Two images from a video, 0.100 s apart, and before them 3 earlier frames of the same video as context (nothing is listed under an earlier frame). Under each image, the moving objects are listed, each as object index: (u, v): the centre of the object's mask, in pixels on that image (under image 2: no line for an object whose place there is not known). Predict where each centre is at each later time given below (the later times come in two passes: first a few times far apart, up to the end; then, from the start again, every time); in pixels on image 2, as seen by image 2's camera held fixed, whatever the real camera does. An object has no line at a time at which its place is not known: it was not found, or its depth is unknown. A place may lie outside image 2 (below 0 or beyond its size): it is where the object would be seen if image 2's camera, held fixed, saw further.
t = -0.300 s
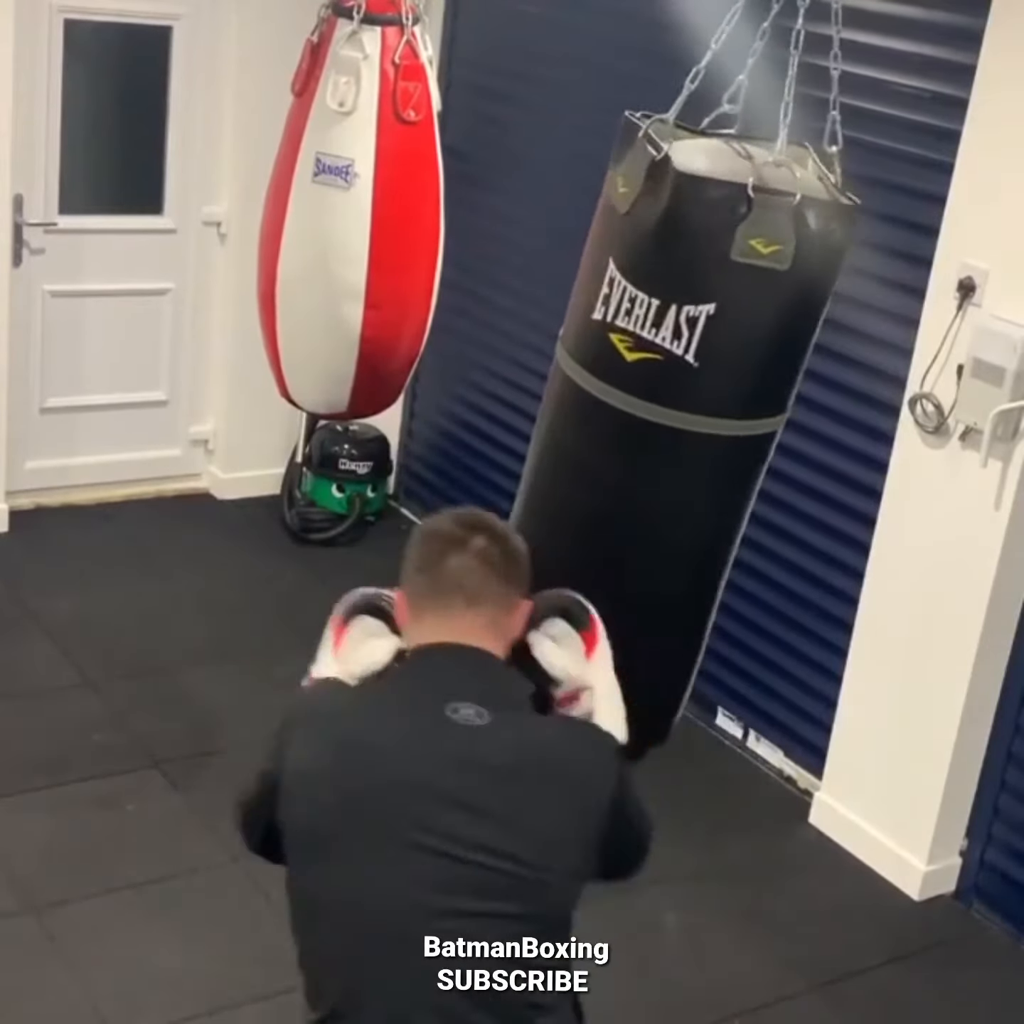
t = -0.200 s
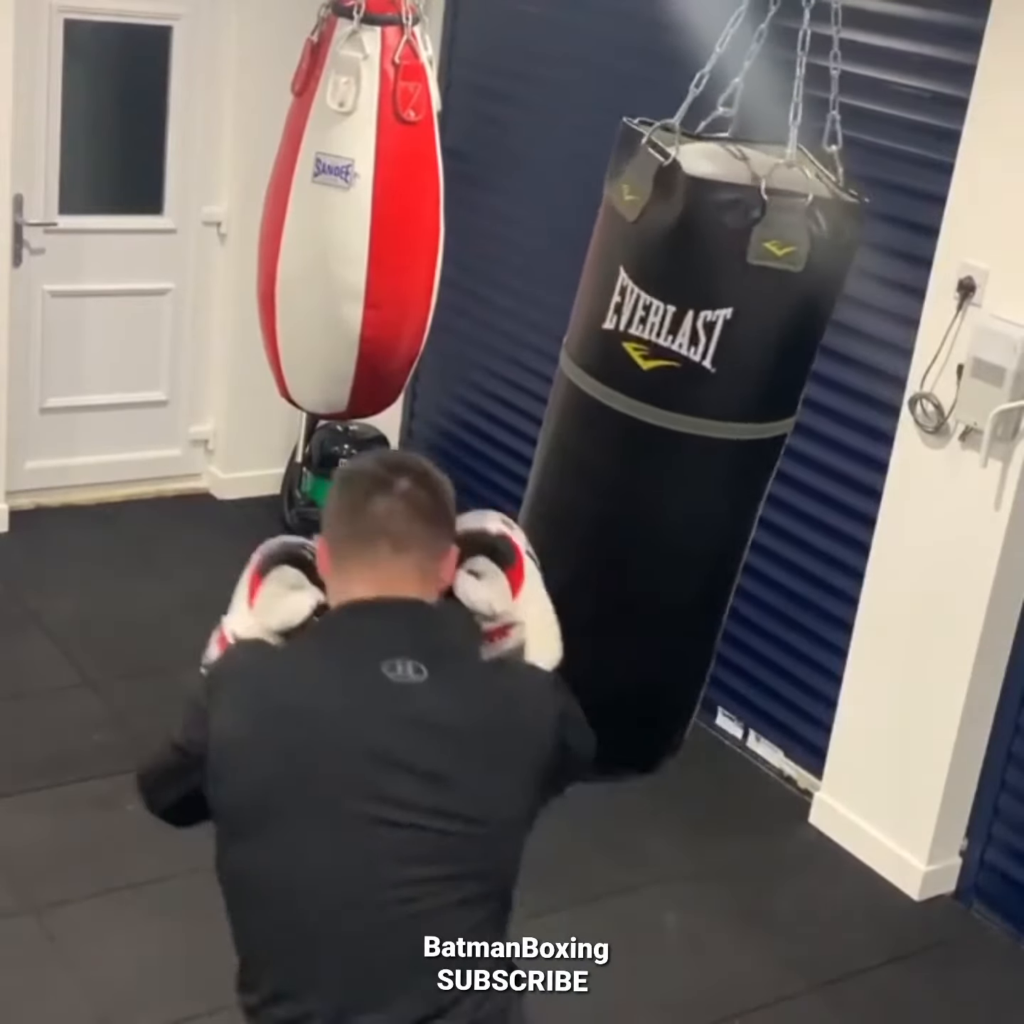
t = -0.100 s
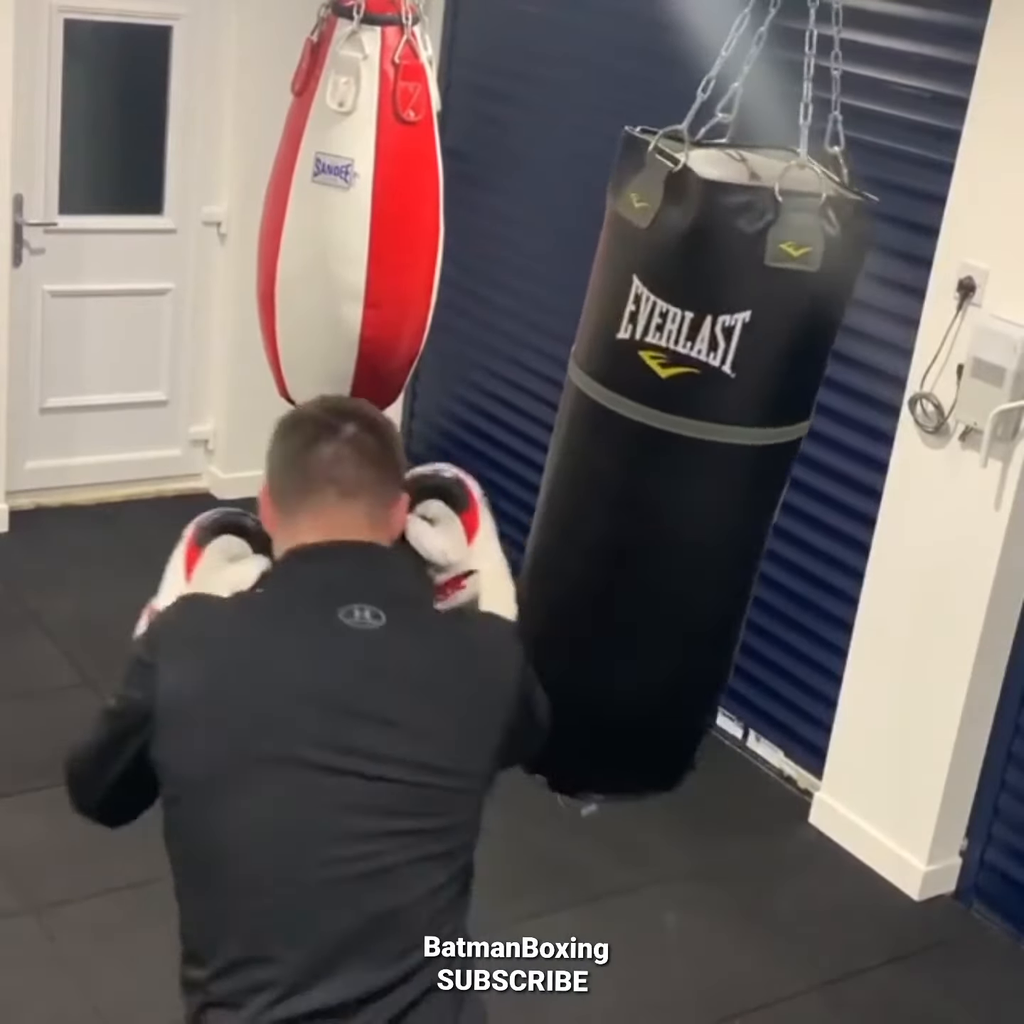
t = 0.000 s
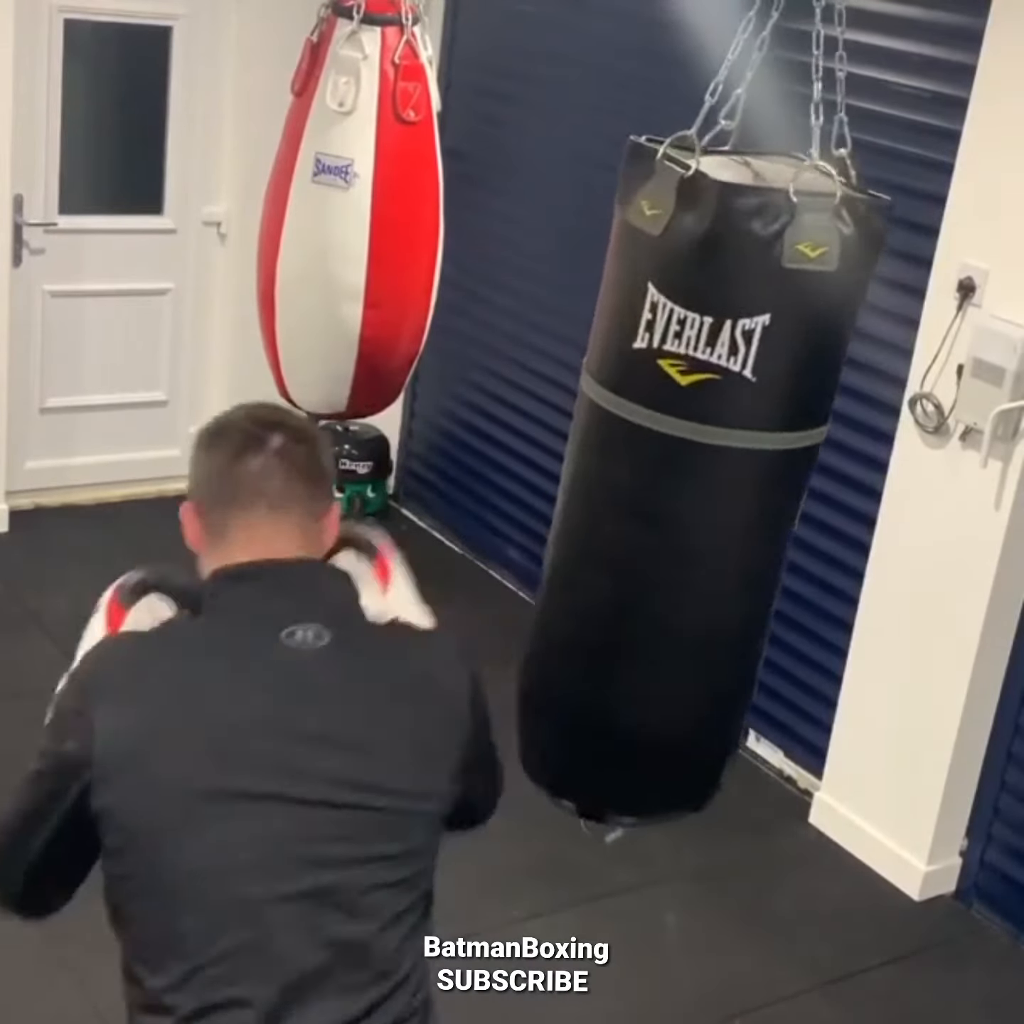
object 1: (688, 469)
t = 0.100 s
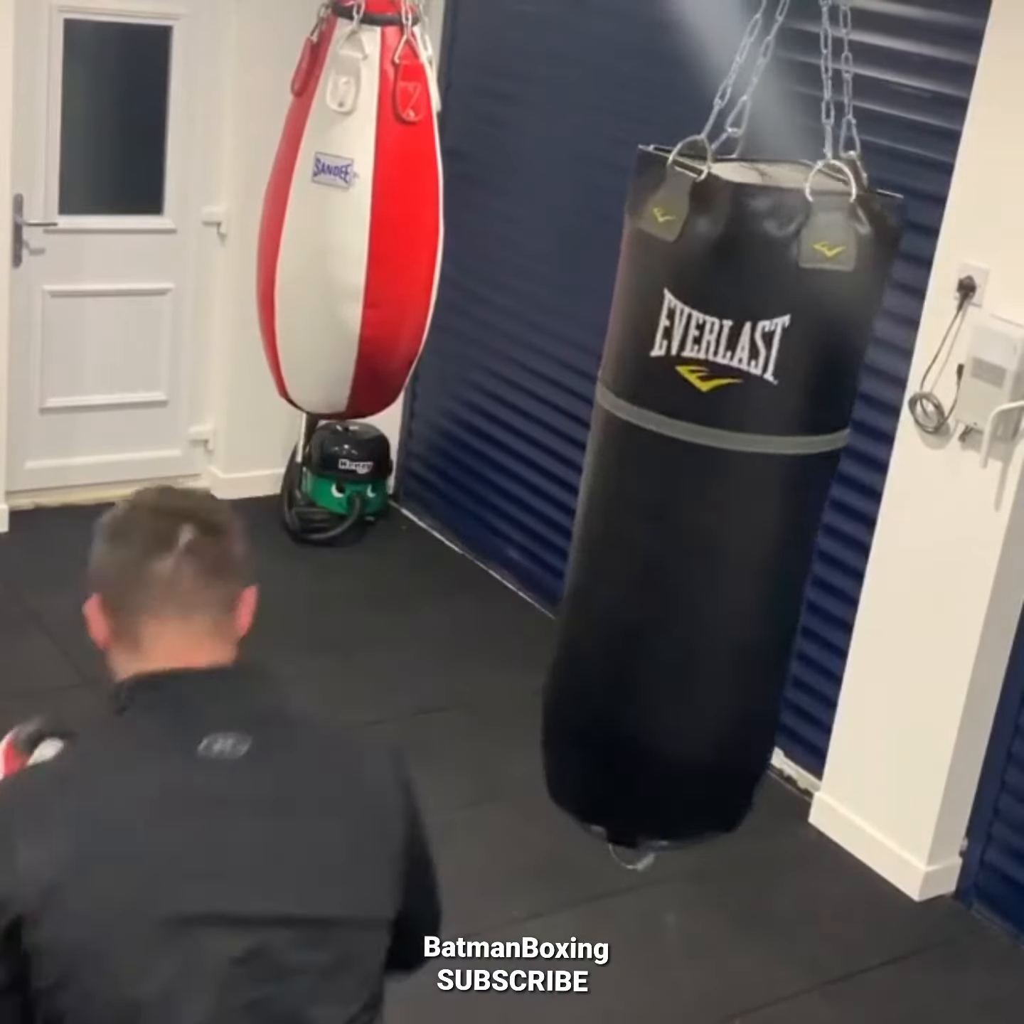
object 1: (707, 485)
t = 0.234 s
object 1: (737, 504)
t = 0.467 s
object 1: (786, 526)
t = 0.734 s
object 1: (808, 528)
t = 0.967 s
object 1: (789, 515)
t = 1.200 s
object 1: (746, 488)
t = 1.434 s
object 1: (698, 455)
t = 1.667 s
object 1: (668, 433)
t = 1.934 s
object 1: (661, 440)
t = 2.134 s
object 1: (679, 465)
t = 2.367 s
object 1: (722, 503)
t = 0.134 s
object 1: (714, 491)
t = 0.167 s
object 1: (721, 495)
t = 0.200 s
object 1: (729, 500)
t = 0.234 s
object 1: (737, 504)
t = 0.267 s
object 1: (744, 510)
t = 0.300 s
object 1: (752, 514)
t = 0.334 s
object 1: (759, 516)
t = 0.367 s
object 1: (766, 521)
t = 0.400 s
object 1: (773, 522)
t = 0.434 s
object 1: (779, 524)
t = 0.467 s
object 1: (786, 526)
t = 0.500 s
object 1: (791, 527)
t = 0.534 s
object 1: (796, 528)
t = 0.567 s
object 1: (800, 529)
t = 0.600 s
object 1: (803, 528)
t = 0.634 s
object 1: (806, 530)
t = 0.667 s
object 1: (807, 530)
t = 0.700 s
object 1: (808, 529)
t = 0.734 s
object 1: (808, 528)
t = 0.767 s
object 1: (808, 528)
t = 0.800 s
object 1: (806, 527)
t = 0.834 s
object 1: (805, 525)
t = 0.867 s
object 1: (802, 523)
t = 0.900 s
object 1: (798, 521)
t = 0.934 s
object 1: (794, 518)
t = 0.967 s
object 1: (789, 515)
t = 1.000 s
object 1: (784, 513)
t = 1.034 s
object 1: (778, 510)
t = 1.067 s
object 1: (772, 505)
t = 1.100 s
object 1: (765, 500)
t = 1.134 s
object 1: (760, 495)
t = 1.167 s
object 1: (754, 490)
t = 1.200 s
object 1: (746, 488)
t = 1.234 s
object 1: (738, 483)
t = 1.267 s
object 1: (731, 477)
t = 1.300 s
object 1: (724, 472)
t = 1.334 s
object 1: (718, 467)
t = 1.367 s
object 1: (711, 463)
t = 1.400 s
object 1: (705, 458)
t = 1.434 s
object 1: (698, 455)
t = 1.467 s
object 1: (693, 450)
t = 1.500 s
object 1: (688, 446)
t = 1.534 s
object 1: (683, 442)
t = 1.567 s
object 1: (679, 440)
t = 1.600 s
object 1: (674, 437)
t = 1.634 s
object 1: (671, 435)
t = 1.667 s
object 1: (668, 433)
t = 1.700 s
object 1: (665, 432)
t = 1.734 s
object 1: (663, 431)
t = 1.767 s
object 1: (661, 432)
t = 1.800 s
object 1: (660, 432)
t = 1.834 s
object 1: (660, 433)
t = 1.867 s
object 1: (660, 434)
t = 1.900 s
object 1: (660, 437)
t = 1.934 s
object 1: (661, 440)
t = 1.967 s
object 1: (663, 443)
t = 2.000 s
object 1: (665, 446)
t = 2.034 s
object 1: (668, 451)
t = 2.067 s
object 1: (671, 456)
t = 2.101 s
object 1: (675, 460)
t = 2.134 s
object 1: (679, 465)
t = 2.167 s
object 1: (684, 470)
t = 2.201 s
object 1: (689, 476)
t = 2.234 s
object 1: (695, 481)
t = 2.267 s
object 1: (701, 486)
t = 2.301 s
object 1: (708, 492)
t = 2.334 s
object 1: (715, 497)
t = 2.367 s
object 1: (722, 503)
